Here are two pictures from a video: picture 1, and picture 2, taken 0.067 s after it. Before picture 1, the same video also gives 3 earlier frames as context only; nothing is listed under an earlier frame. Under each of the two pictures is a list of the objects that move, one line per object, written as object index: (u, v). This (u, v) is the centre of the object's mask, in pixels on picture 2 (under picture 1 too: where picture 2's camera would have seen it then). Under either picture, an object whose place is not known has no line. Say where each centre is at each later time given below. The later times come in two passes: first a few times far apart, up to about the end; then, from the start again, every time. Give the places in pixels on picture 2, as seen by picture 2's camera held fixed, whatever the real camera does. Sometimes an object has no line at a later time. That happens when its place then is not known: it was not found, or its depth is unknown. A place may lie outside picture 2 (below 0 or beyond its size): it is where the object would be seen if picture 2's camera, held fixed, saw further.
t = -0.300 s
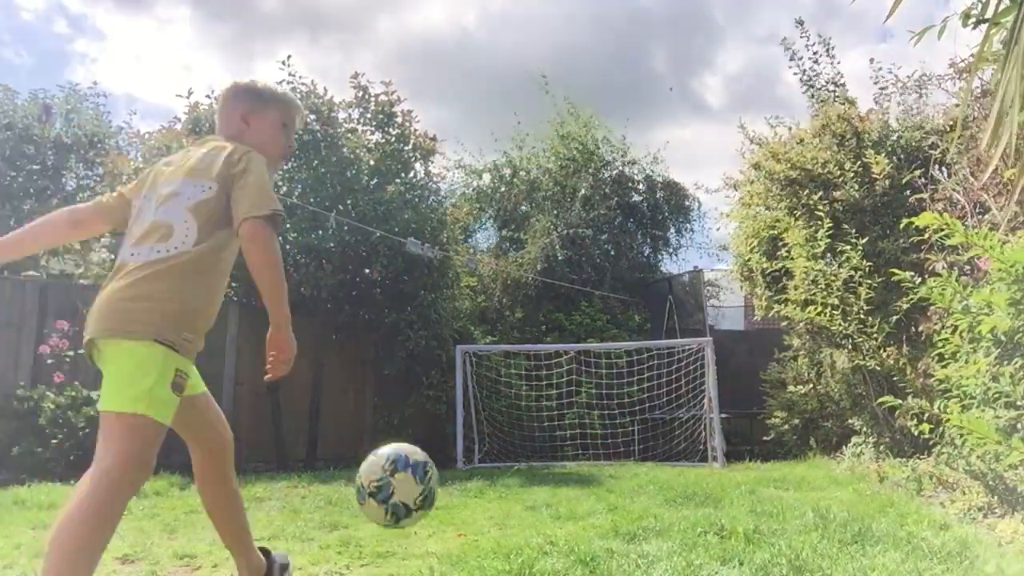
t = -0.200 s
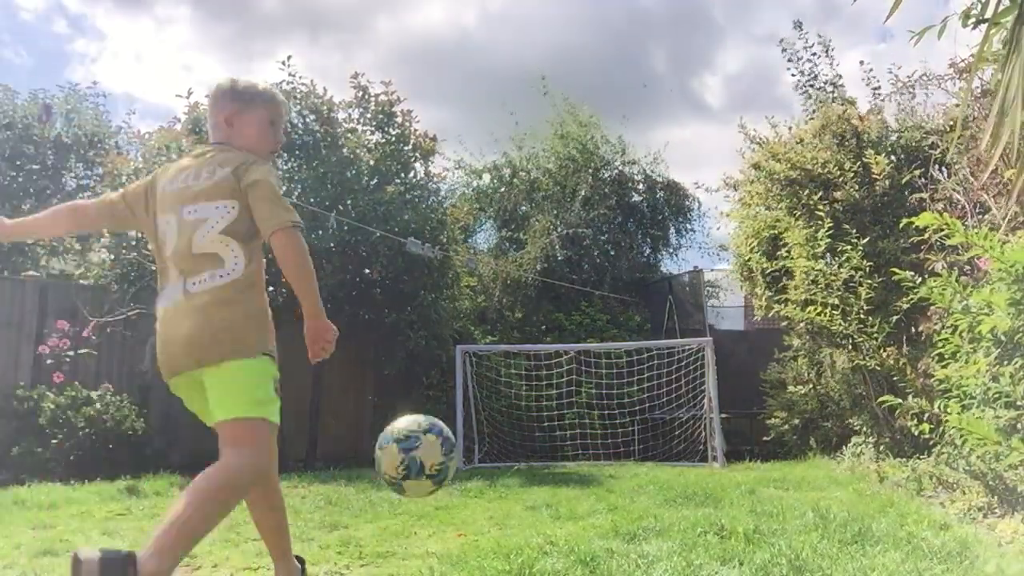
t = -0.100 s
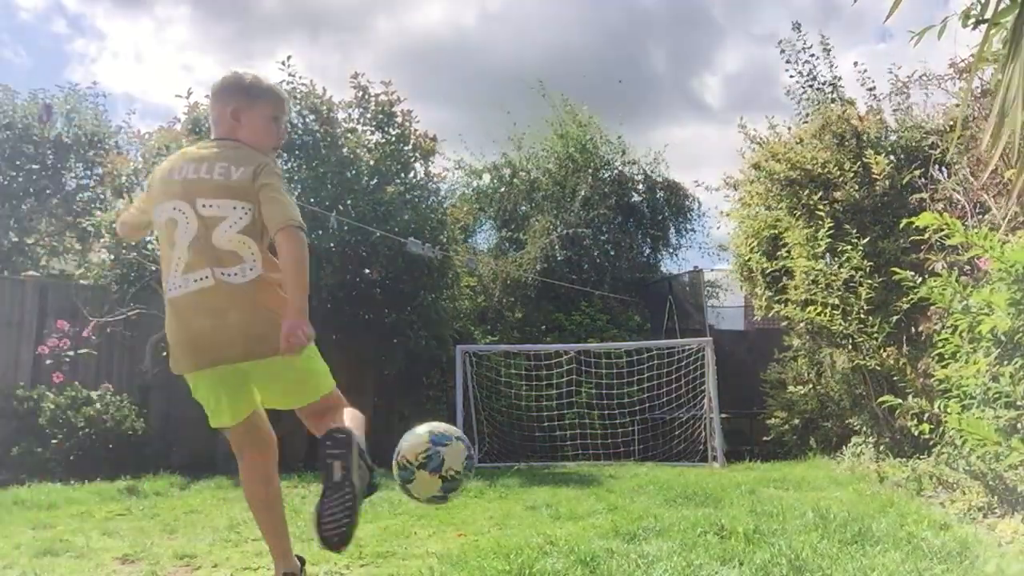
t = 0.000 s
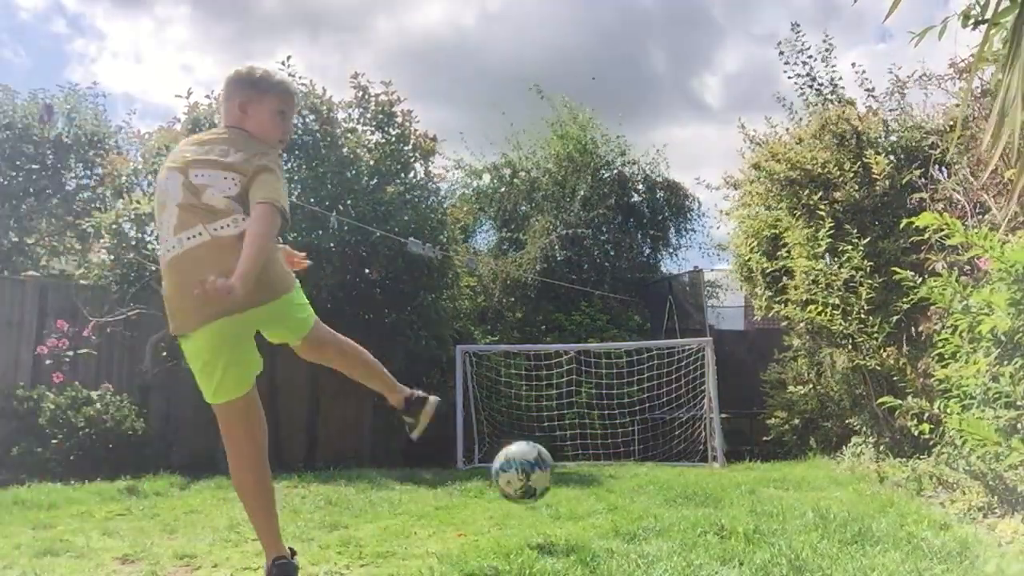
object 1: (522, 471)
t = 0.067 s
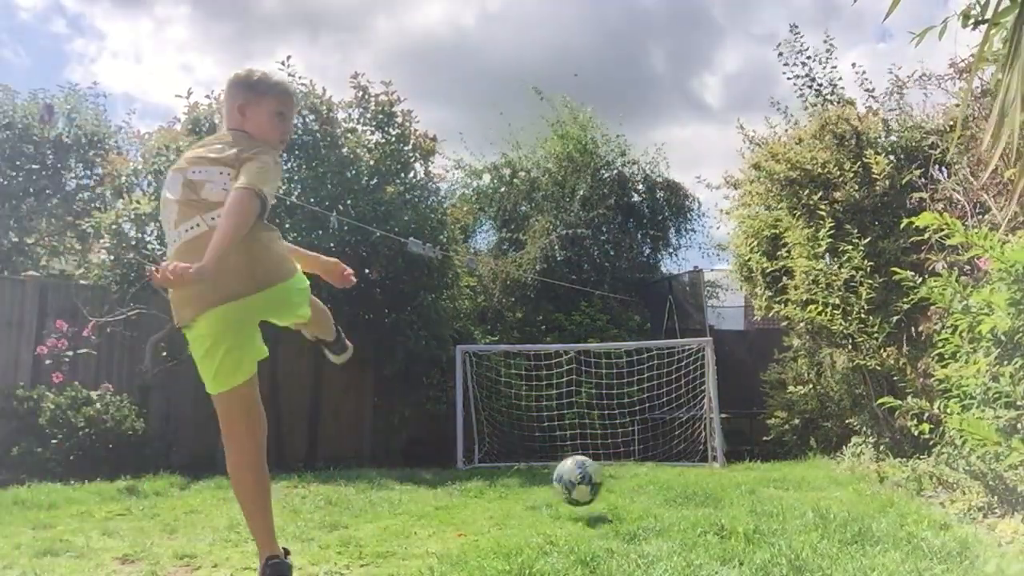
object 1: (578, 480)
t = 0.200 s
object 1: (632, 451)
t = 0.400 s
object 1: (674, 433)
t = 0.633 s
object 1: (702, 448)
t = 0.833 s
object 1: (678, 449)
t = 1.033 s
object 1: (650, 452)
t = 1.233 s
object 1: (628, 454)
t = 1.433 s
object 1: (606, 455)
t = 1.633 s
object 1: (591, 457)
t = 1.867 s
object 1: (572, 458)
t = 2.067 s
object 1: (555, 459)
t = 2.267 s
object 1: (539, 459)
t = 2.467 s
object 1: (522, 459)
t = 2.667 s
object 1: (506, 458)
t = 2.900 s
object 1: (490, 459)
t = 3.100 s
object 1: (480, 459)
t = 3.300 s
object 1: (472, 460)
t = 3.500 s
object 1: (473, 460)
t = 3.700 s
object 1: (472, 460)
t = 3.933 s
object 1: (474, 460)
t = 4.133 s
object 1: (474, 459)
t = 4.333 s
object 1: (474, 460)
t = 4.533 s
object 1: (474, 460)
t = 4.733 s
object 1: (474, 460)
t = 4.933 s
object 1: (474, 460)
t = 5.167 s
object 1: (474, 460)
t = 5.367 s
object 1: (474, 460)
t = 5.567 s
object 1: (474, 460)
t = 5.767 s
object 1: (474, 460)
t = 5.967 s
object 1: (474, 460)
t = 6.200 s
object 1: (474, 460)
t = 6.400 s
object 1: (474, 460)
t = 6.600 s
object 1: (474, 460)
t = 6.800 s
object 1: (474, 460)
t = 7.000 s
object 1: (474, 460)
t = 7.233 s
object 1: (474, 460)
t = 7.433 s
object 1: (474, 460)
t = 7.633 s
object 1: (474, 460)
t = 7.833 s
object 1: (474, 460)
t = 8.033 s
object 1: (474, 460)
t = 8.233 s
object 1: (474, 460)
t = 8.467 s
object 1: (474, 460)
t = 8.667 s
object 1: (474, 460)
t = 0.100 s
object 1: (598, 486)
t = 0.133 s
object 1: (612, 480)
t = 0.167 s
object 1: (623, 463)
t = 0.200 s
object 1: (632, 451)
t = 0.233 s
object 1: (640, 443)
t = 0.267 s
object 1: (648, 437)
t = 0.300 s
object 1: (655, 432)
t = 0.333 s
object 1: (662, 431)
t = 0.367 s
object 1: (668, 431)
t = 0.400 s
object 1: (674, 433)
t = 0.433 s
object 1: (679, 435)
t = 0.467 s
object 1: (684, 440)
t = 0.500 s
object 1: (689, 447)
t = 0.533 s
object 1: (694, 452)
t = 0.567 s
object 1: (699, 457)
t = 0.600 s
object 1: (701, 453)
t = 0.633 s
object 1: (702, 448)
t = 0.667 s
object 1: (703, 443)
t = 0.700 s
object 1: (704, 440)
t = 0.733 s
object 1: (698, 441)
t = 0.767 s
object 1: (692, 443)
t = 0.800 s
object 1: (685, 446)
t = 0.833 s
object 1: (678, 449)
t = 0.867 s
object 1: (672, 454)
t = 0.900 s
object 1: (665, 456)
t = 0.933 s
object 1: (661, 453)
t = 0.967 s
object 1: (657, 452)
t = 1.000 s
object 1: (653, 451)
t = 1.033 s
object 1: (650, 452)
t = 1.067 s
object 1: (646, 453)
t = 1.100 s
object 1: (643, 454)
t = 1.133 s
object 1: (639, 455)
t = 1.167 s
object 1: (635, 455)
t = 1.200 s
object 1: (631, 454)
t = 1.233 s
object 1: (628, 454)
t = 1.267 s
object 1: (623, 454)
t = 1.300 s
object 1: (619, 454)
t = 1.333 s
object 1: (616, 455)
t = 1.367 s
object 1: (613, 455)
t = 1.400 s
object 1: (610, 455)
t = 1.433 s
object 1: (606, 455)
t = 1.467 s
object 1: (604, 455)
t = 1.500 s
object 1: (601, 455)
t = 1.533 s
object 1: (599, 456)
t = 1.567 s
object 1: (596, 456)
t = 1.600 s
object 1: (593, 456)
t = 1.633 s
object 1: (591, 457)
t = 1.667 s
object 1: (588, 457)
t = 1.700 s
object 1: (585, 457)
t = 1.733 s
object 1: (583, 457)
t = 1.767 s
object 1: (580, 457)
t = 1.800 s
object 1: (577, 457)
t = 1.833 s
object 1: (575, 458)
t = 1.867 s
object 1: (572, 458)
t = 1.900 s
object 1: (569, 458)
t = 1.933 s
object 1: (567, 458)
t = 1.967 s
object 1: (564, 458)
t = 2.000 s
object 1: (560, 459)
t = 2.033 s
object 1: (558, 458)
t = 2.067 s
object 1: (555, 459)
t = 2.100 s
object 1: (552, 458)
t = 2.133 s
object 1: (550, 458)
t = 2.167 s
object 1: (548, 458)
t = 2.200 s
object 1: (544, 459)
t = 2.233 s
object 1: (542, 459)
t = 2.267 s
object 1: (539, 459)
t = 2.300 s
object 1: (536, 459)
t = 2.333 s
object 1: (533, 459)
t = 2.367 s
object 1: (531, 459)
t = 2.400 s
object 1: (528, 458)
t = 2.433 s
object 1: (526, 459)
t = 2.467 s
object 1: (522, 459)
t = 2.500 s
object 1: (519, 459)
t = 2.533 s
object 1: (517, 458)
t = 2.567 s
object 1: (515, 458)
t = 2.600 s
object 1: (512, 458)
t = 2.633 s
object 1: (509, 458)
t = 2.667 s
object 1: (506, 458)
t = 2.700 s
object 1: (504, 459)
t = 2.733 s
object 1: (502, 459)
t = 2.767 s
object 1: (499, 458)
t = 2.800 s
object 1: (496, 458)
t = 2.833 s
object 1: (495, 458)
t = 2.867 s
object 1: (493, 458)
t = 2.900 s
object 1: (490, 459)
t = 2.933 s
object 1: (489, 459)
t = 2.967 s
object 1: (488, 458)
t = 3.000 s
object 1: (486, 458)
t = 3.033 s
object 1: (484, 459)
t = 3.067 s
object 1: (482, 459)
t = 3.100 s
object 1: (480, 459)
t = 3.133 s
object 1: (479, 459)
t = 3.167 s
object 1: (477, 459)
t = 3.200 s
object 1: (476, 459)
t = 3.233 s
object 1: (475, 460)
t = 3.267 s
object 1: (473, 460)
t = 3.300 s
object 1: (472, 460)
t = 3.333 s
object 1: (472, 460)
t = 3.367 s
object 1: (472, 460)
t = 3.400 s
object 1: (472, 460)
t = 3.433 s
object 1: (472, 460)
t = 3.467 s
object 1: (473, 460)
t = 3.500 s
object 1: (473, 460)
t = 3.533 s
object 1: (473, 460)
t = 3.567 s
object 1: (472, 460)
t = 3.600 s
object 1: (472, 460)
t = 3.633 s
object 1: (472, 460)
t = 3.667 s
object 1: (472, 460)
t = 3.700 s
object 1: (472, 460)
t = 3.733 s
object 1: (473, 460)
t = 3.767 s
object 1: (473, 460)
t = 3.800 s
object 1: (473, 460)
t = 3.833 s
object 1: (473, 460)
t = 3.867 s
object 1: (473, 460)
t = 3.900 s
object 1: (474, 460)
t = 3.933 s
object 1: (474, 460)
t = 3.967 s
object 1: (474, 460)
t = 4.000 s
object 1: (474, 460)
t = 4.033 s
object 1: (474, 459)
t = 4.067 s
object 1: (474, 459)
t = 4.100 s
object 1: (474, 459)
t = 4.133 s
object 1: (474, 459)
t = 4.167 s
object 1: (474, 460)
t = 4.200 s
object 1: (474, 460)
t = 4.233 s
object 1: (474, 460)
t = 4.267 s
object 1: (474, 460)
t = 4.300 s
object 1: (473, 460)
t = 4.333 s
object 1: (474, 460)
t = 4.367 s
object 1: (474, 460)
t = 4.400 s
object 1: (474, 460)
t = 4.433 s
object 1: (474, 460)
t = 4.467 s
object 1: (474, 460)
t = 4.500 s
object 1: (474, 460)
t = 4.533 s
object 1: (474, 460)
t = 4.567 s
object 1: (474, 460)
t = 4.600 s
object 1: (474, 460)
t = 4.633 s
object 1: (474, 460)
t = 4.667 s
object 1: (474, 460)
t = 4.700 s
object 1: (474, 460)
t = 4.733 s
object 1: (474, 460)
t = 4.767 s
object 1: (474, 460)
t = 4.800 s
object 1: (474, 460)
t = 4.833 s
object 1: (474, 460)
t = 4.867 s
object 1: (474, 460)
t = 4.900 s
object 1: (474, 460)
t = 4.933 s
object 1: (474, 460)
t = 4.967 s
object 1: (474, 460)
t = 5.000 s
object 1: (474, 460)
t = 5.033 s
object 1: (474, 460)
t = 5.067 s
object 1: (474, 460)
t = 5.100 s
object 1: (474, 460)
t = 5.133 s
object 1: (474, 460)
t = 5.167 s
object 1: (474, 460)
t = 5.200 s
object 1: (474, 460)
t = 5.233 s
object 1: (474, 460)
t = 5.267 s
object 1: (474, 460)
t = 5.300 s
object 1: (474, 460)
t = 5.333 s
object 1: (474, 460)
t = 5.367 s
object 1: (474, 460)
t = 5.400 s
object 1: (474, 460)
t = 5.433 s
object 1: (474, 460)
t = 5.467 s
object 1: (474, 460)
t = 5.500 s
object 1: (474, 460)
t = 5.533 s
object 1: (474, 460)
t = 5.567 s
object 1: (474, 460)
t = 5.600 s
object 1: (474, 460)
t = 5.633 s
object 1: (474, 460)
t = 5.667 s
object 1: (474, 460)
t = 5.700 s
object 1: (474, 460)
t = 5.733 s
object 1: (474, 460)
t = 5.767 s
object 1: (474, 460)
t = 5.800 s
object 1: (474, 460)
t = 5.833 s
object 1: (474, 460)
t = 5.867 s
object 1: (474, 460)
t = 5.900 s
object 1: (474, 460)
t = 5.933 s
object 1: (474, 460)
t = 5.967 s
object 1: (474, 460)
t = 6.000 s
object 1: (474, 460)
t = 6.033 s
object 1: (474, 460)
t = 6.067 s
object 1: (474, 460)
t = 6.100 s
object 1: (474, 460)
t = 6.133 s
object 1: (474, 460)
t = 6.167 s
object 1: (474, 460)
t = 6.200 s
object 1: (474, 460)
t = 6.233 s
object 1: (474, 460)
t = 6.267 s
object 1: (474, 460)
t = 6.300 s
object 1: (474, 460)
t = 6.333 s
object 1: (474, 460)
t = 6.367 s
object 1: (474, 460)
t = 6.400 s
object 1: (474, 460)
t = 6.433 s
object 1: (474, 460)
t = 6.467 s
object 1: (474, 460)
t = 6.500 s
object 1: (474, 460)
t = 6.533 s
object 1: (474, 460)
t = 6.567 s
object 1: (474, 460)
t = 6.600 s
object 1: (474, 460)
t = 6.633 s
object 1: (474, 460)
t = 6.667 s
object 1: (474, 460)
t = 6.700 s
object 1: (474, 460)
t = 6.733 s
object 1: (474, 460)
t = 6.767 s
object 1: (474, 460)
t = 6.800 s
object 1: (474, 460)
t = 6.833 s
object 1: (474, 460)
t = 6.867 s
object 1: (474, 460)
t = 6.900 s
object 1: (474, 460)
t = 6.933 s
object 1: (474, 460)
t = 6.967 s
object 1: (474, 460)
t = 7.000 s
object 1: (474, 460)
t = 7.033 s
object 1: (474, 460)
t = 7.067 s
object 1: (474, 460)
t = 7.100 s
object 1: (474, 460)
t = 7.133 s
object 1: (474, 460)
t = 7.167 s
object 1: (474, 460)
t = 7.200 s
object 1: (474, 460)
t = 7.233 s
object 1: (474, 460)
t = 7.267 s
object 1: (474, 460)
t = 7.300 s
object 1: (474, 460)
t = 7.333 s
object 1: (474, 460)
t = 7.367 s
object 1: (474, 460)
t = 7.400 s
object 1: (474, 460)
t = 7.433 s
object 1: (474, 460)
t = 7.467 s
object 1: (474, 460)
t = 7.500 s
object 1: (474, 460)
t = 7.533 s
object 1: (474, 460)
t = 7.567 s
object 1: (474, 460)
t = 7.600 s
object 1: (474, 460)
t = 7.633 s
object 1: (474, 460)
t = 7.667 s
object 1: (474, 460)
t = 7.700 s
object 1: (474, 460)
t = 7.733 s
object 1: (474, 460)
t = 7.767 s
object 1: (474, 460)
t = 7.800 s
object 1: (474, 460)
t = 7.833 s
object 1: (474, 460)
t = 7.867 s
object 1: (474, 460)
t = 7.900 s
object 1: (474, 460)
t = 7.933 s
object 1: (474, 460)
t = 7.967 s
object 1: (474, 460)
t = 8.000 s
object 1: (474, 460)
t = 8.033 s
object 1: (474, 460)
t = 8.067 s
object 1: (474, 460)
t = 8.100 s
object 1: (474, 460)
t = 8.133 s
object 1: (474, 460)
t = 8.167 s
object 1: (474, 460)
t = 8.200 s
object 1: (474, 460)
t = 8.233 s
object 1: (474, 460)
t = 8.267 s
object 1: (474, 460)
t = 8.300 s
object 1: (474, 460)
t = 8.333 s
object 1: (474, 460)
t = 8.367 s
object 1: (474, 460)
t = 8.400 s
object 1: (474, 460)
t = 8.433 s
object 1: (474, 460)
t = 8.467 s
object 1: (474, 460)
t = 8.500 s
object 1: (474, 460)
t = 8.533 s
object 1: (474, 460)
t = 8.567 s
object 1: (474, 460)
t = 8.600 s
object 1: (474, 460)
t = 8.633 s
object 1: (474, 460)
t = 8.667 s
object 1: (474, 460)
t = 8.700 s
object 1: (474, 460)
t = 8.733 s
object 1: (474, 460)
